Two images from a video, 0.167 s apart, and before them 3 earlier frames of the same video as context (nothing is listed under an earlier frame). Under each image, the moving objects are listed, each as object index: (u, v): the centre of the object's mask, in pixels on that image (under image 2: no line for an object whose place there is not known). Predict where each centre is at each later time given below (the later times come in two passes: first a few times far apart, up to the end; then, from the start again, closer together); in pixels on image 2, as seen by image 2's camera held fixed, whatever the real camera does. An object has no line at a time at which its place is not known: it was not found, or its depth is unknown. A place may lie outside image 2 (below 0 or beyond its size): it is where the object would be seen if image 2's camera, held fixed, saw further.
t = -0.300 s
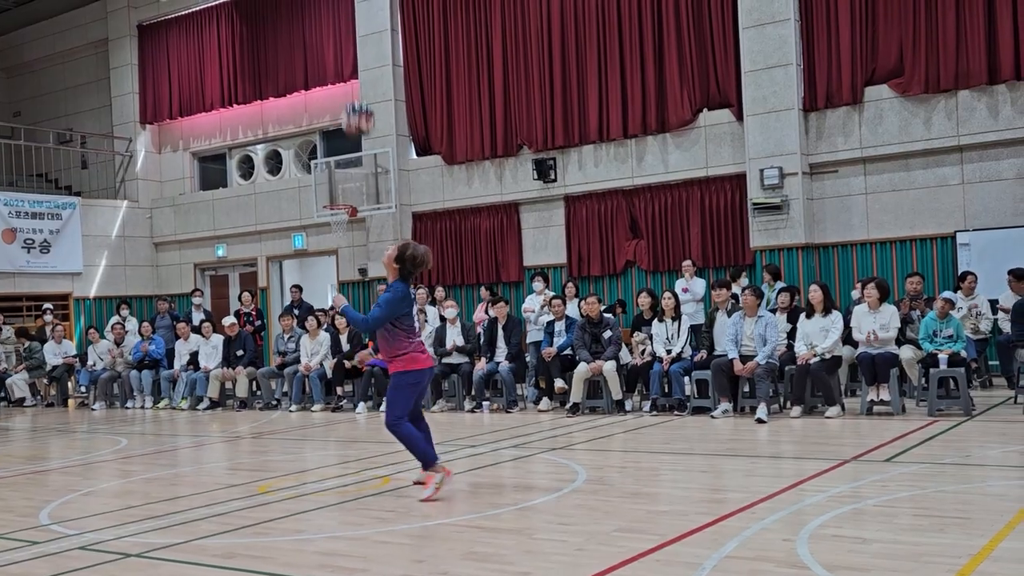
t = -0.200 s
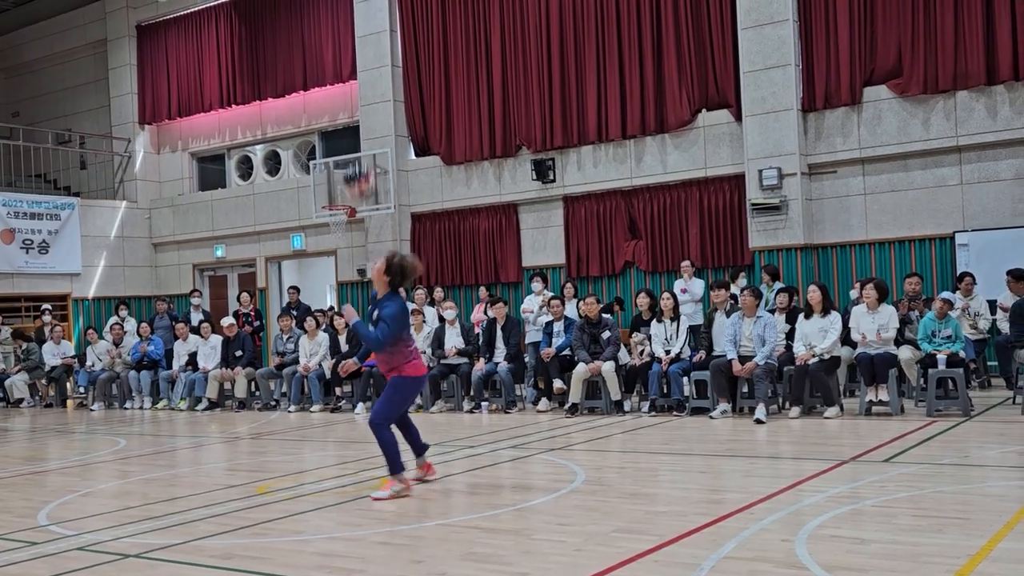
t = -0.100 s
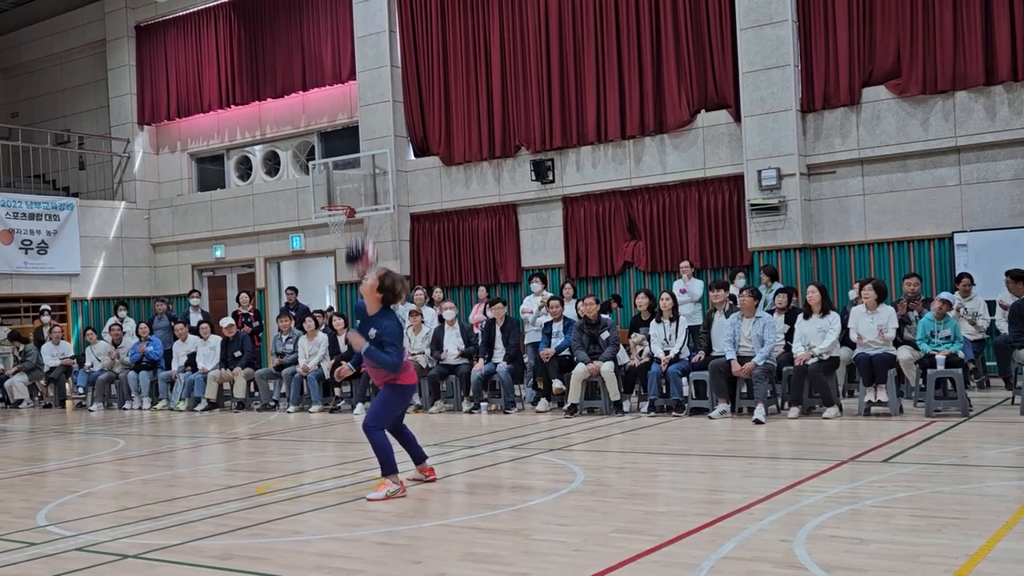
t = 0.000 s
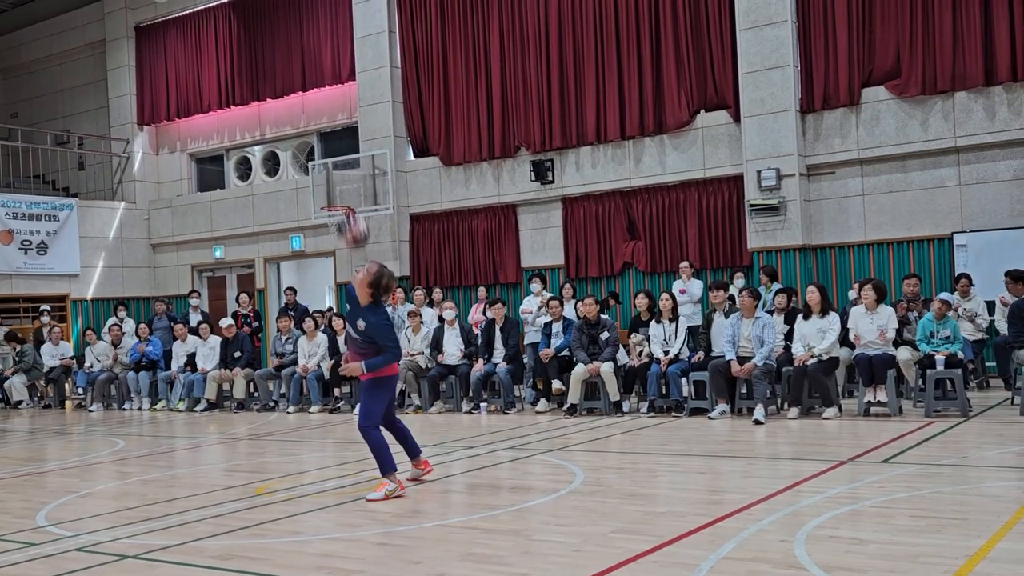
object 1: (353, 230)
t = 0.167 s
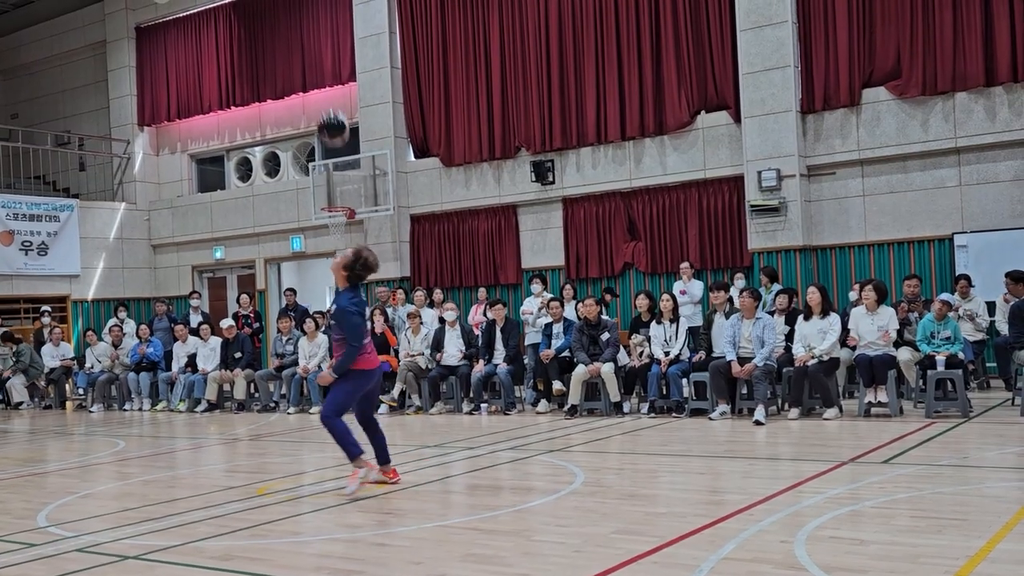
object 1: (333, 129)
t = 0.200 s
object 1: (327, 109)
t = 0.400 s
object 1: (308, 51)
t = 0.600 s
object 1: (290, 46)
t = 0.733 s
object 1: (281, 74)
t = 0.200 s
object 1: (327, 109)
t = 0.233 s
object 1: (324, 93)
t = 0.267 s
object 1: (321, 84)
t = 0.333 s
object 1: (314, 65)
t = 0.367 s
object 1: (311, 56)
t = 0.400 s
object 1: (308, 51)
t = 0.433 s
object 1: (305, 46)
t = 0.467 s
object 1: (302, 43)
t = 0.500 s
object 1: (298, 41)
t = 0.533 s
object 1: (295, 41)
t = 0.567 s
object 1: (293, 43)
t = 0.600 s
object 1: (290, 46)
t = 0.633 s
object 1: (288, 51)
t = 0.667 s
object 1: (286, 57)
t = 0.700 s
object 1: (283, 64)
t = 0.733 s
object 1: (281, 74)
